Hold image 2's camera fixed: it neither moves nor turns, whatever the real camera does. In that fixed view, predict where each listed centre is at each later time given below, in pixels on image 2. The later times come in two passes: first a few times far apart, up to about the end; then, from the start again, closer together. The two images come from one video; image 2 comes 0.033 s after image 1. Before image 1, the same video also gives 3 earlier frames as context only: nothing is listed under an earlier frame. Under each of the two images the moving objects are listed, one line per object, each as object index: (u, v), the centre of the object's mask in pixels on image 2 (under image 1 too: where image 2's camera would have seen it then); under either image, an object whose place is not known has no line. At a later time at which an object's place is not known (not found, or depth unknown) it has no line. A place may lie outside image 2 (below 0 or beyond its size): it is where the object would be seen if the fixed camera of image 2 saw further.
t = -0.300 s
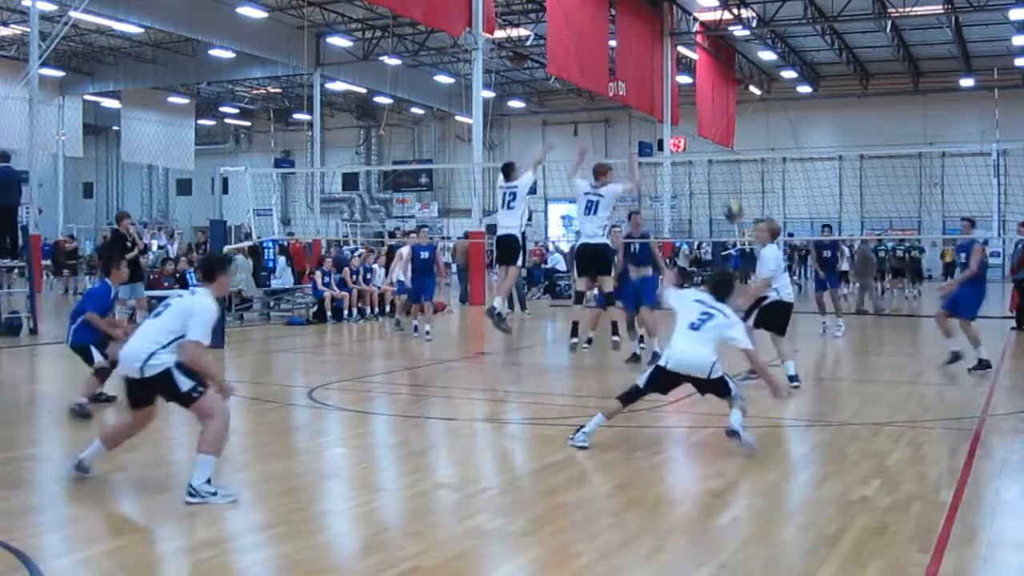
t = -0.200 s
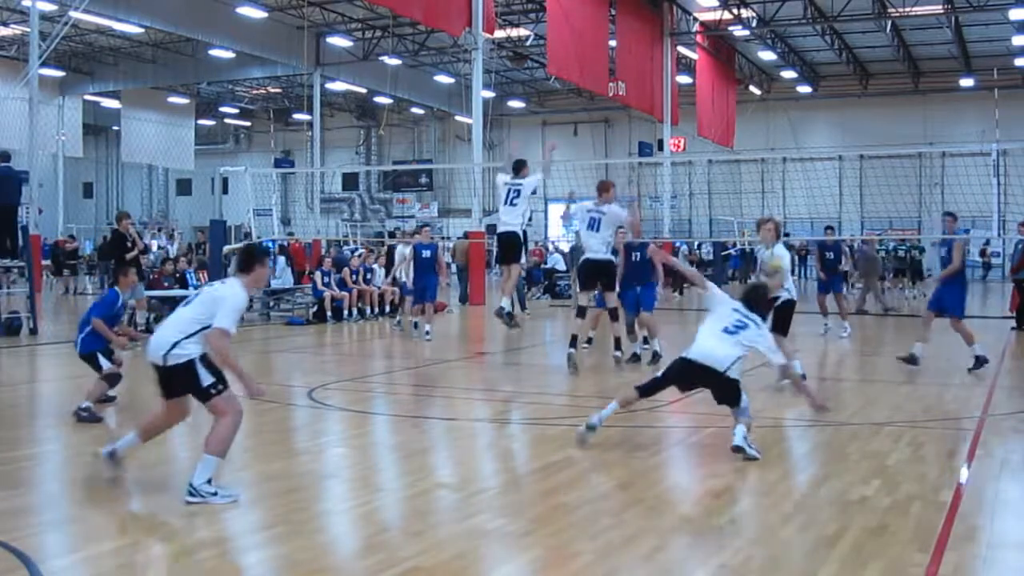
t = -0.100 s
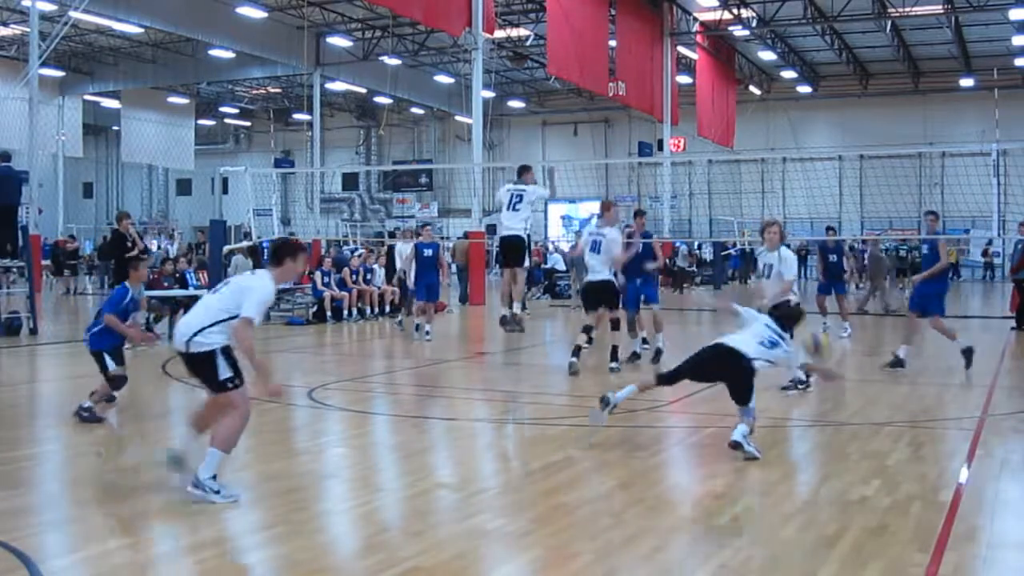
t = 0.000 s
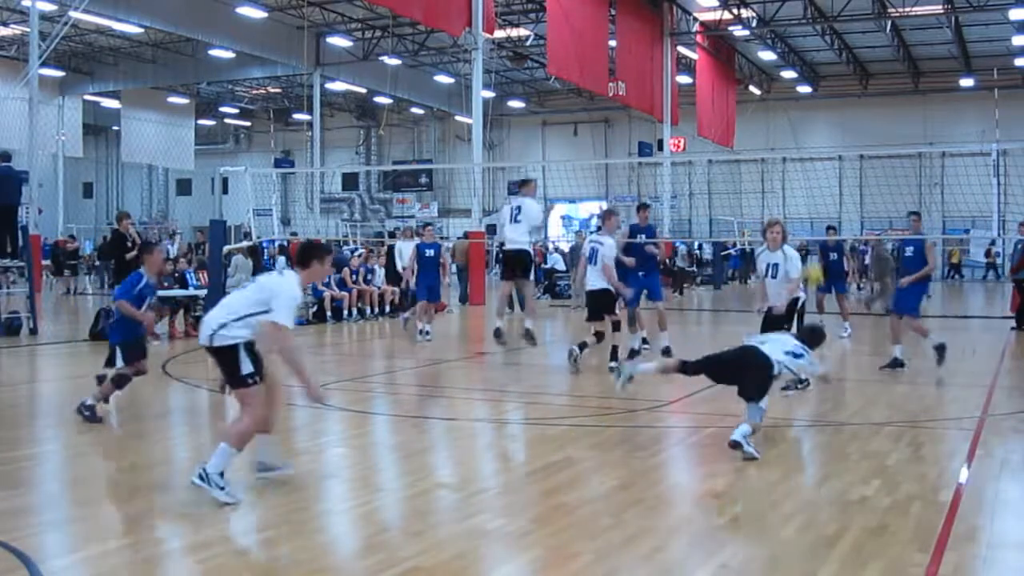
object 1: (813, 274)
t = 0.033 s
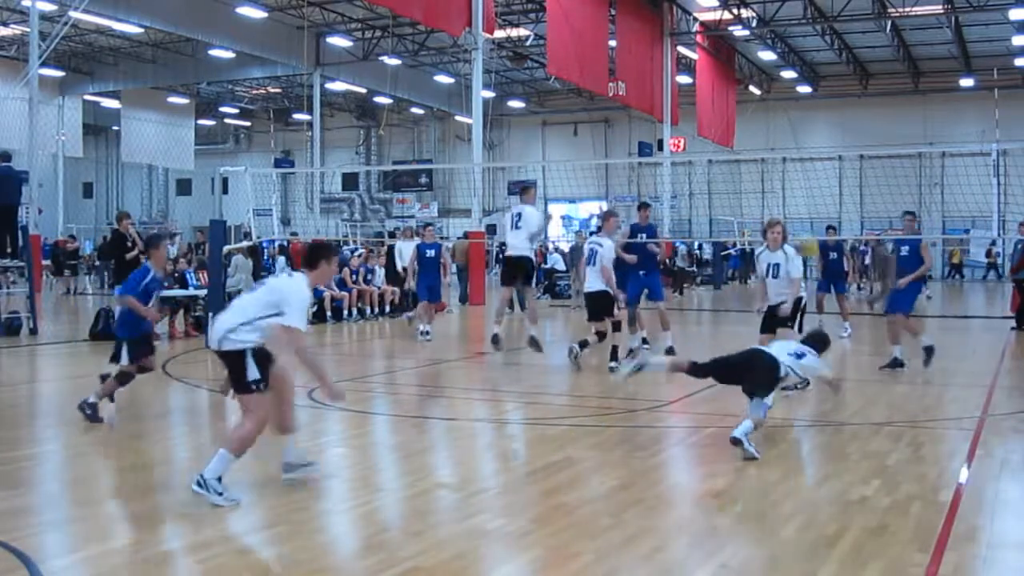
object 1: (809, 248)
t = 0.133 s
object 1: (795, 178)
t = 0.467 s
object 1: (754, 62)
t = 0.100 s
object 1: (796, 199)
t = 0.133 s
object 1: (795, 178)
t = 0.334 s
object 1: (771, 90)
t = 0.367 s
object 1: (767, 81)
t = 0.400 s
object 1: (762, 74)
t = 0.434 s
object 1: (757, 69)
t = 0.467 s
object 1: (754, 62)
